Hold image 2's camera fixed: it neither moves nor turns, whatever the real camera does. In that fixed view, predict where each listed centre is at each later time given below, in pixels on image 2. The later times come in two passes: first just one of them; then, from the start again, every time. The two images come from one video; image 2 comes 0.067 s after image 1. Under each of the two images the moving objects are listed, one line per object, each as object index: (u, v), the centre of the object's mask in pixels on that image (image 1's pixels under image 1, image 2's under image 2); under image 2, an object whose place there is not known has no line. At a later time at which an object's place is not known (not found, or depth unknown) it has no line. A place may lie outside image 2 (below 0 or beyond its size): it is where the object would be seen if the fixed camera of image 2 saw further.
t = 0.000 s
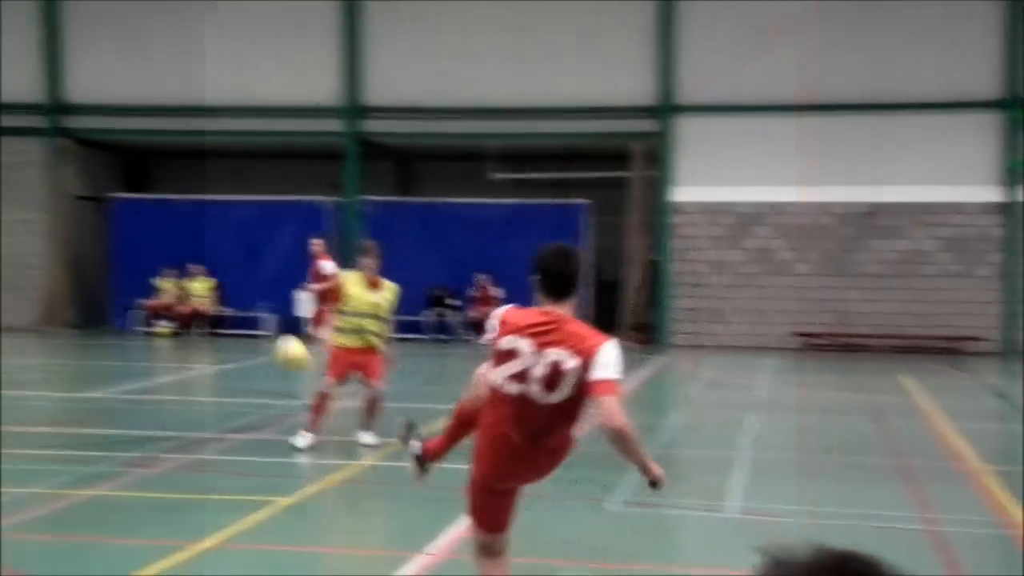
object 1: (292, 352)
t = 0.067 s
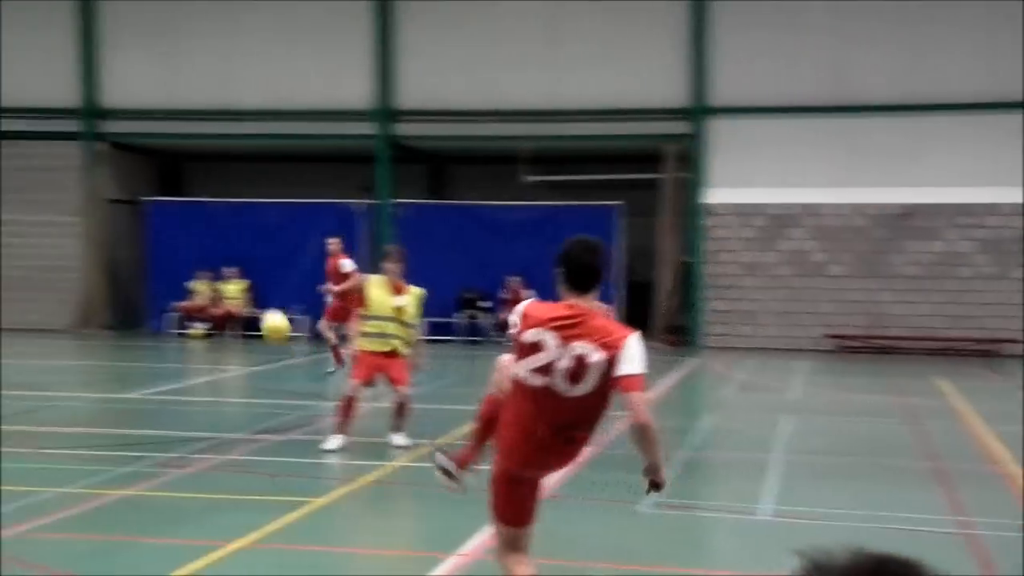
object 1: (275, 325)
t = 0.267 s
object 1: (160, 294)
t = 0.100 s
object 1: (253, 316)
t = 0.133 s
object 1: (233, 308)
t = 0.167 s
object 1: (214, 302)
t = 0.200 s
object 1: (195, 298)
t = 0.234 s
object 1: (177, 296)
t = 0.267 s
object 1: (160, 294)
